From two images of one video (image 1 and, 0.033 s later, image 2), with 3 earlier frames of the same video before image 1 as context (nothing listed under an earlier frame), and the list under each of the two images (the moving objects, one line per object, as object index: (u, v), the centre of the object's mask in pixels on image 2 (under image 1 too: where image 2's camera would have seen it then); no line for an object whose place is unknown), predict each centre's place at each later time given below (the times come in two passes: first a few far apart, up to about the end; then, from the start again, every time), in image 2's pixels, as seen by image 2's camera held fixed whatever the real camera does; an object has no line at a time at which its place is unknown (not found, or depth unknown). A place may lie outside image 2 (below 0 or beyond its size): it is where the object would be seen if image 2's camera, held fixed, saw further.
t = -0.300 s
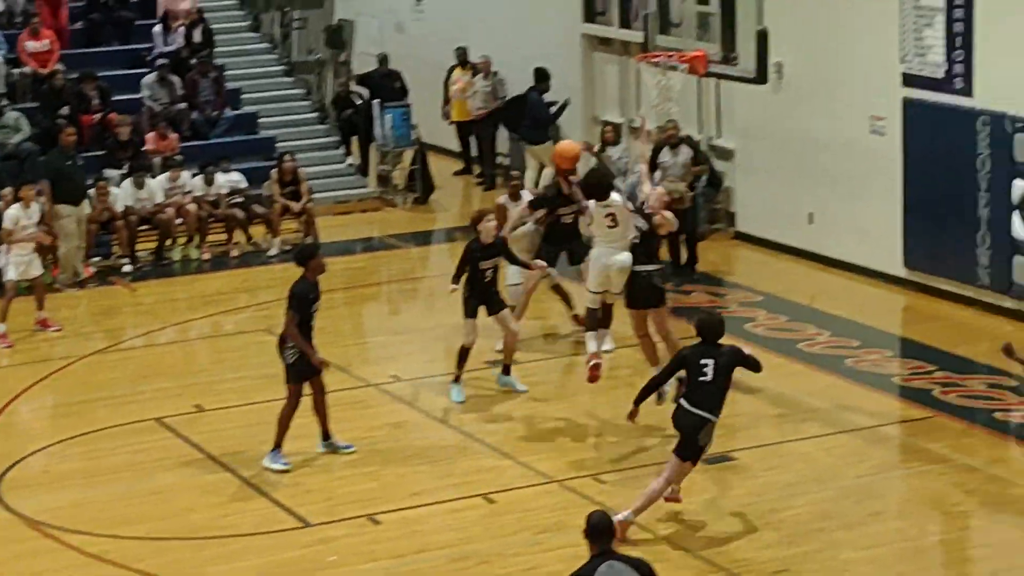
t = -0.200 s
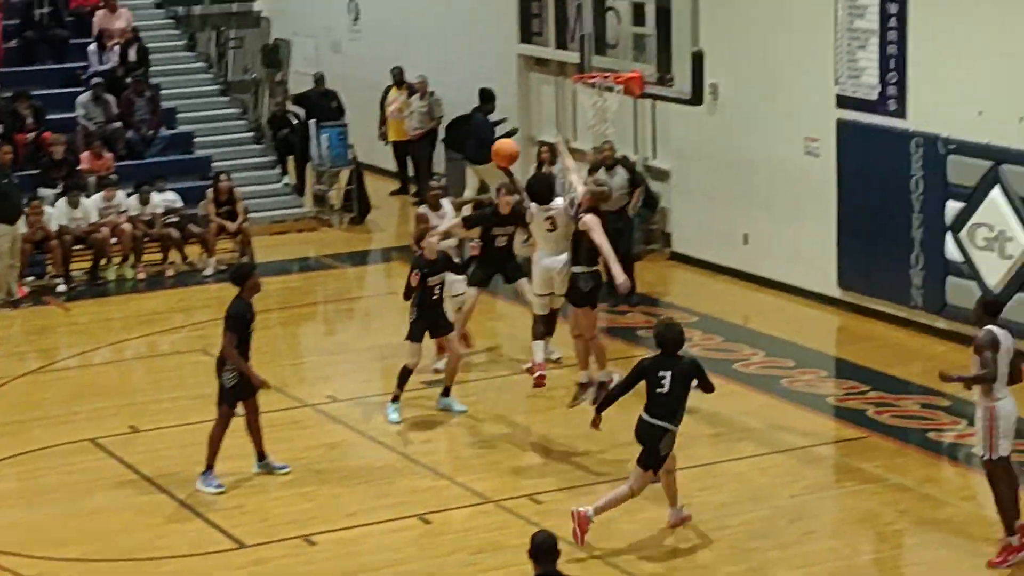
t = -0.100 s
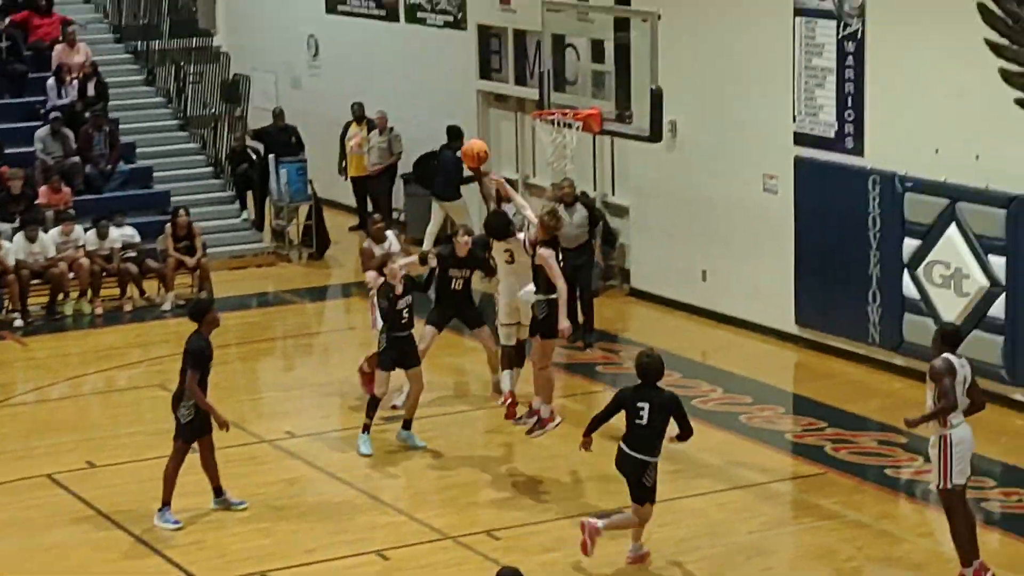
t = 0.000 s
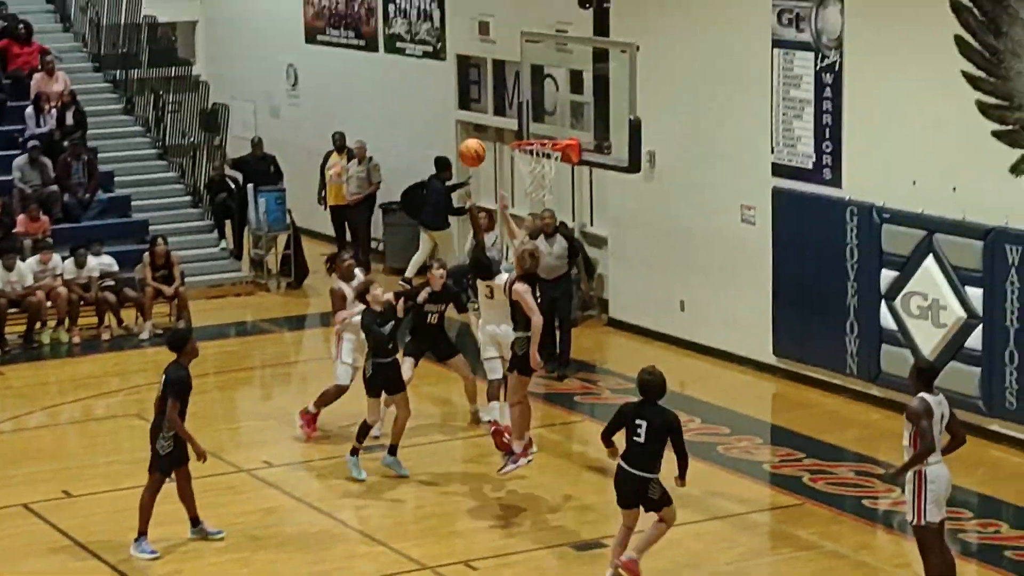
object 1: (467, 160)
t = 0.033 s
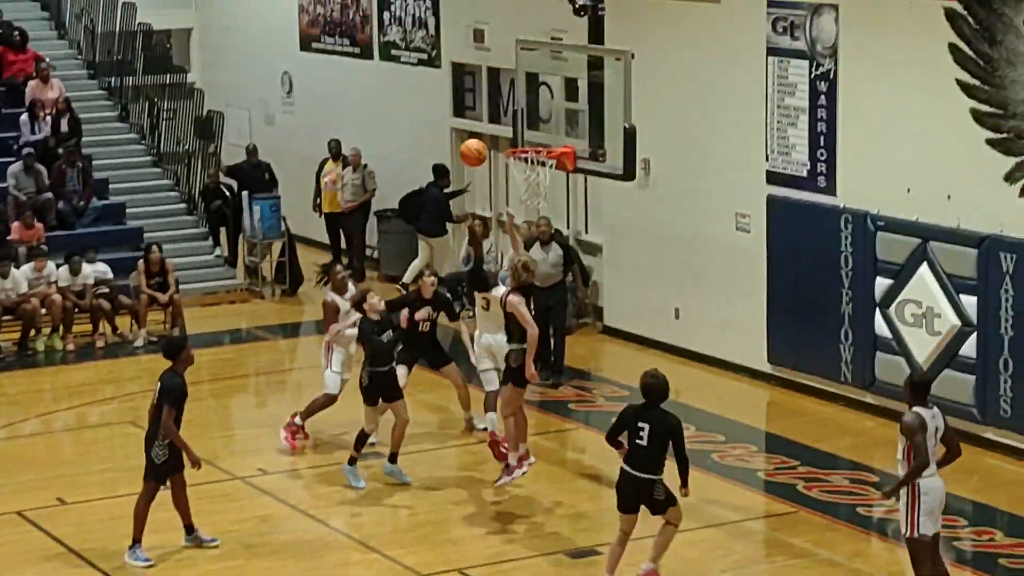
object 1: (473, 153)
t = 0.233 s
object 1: (511, 135)
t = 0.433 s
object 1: (540, 156)
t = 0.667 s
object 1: (515, 192)
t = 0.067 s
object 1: (480, 147)
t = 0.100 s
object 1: (486, 142)
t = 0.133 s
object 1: (492, 138)
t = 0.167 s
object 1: (498, 136)
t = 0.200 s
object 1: (505, 135)
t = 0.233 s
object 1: (511, 135)
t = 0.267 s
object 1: (517, 135)
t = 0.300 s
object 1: (524, 137)
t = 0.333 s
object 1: (529, 141)
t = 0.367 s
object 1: (537, 144)
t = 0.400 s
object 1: (542, 146)
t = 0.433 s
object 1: (540, 156)
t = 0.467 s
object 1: (535, 162)
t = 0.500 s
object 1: (531, 169)
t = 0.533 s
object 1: (525, 176)
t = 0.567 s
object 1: (521, 183)
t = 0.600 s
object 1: (518, 187)
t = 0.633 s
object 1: (516, 189)
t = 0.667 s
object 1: (515, 192)
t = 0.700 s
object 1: (514, 197)
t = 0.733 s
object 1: (513, 202)
